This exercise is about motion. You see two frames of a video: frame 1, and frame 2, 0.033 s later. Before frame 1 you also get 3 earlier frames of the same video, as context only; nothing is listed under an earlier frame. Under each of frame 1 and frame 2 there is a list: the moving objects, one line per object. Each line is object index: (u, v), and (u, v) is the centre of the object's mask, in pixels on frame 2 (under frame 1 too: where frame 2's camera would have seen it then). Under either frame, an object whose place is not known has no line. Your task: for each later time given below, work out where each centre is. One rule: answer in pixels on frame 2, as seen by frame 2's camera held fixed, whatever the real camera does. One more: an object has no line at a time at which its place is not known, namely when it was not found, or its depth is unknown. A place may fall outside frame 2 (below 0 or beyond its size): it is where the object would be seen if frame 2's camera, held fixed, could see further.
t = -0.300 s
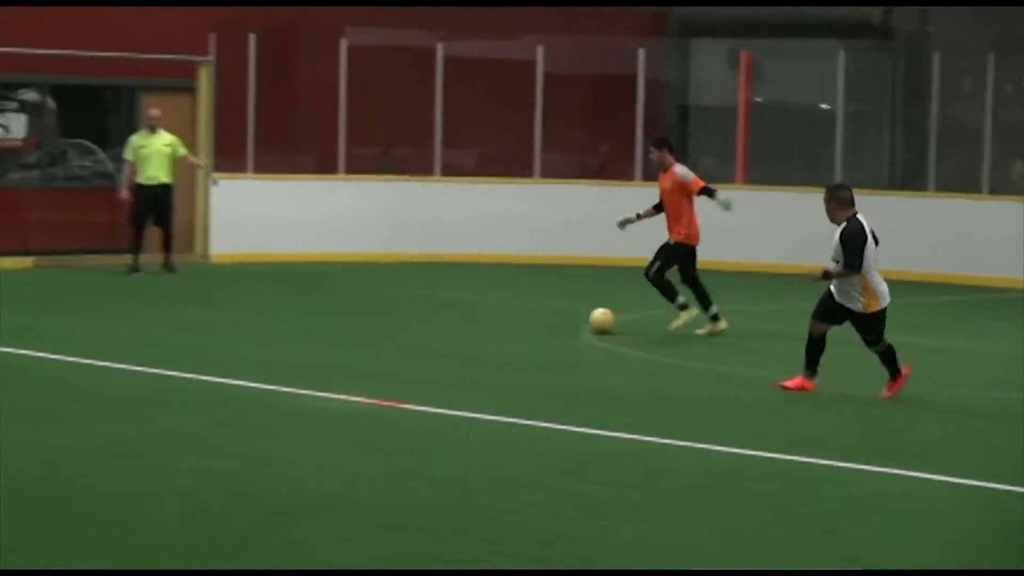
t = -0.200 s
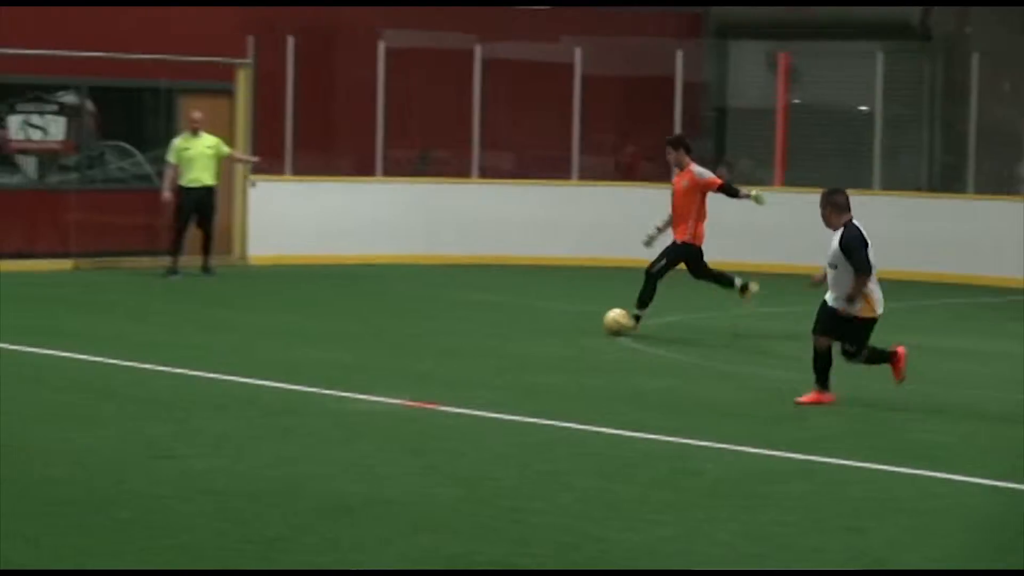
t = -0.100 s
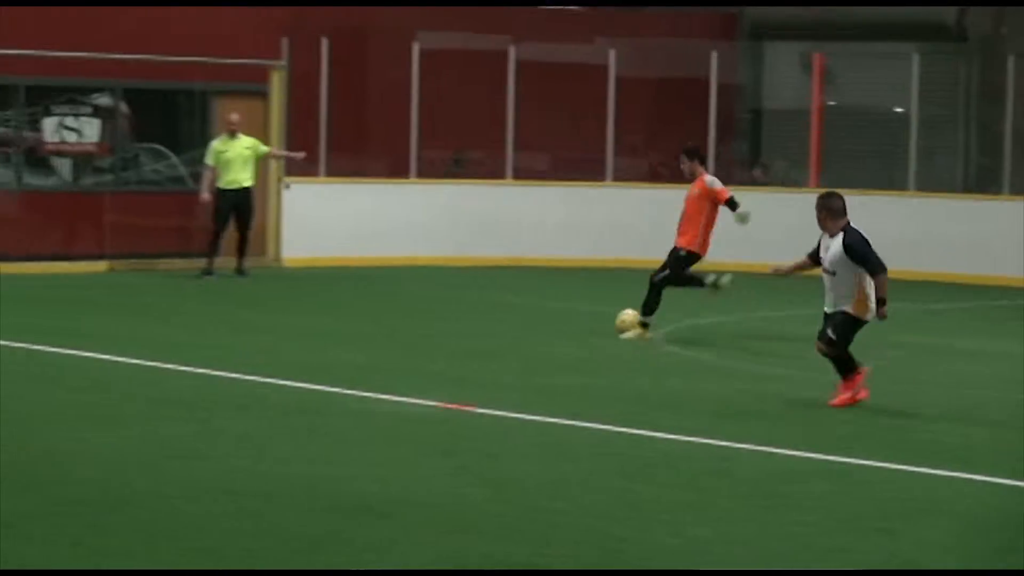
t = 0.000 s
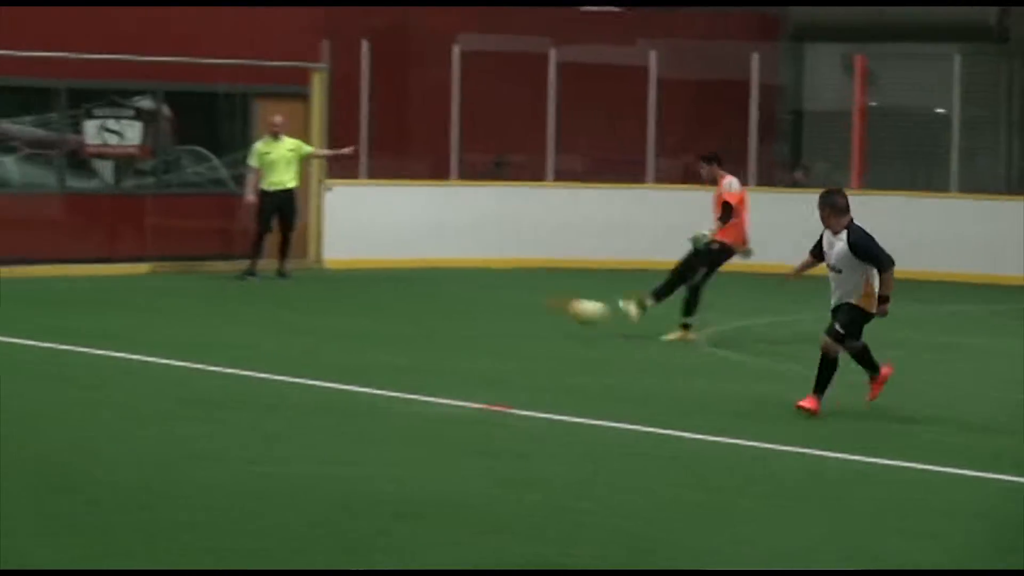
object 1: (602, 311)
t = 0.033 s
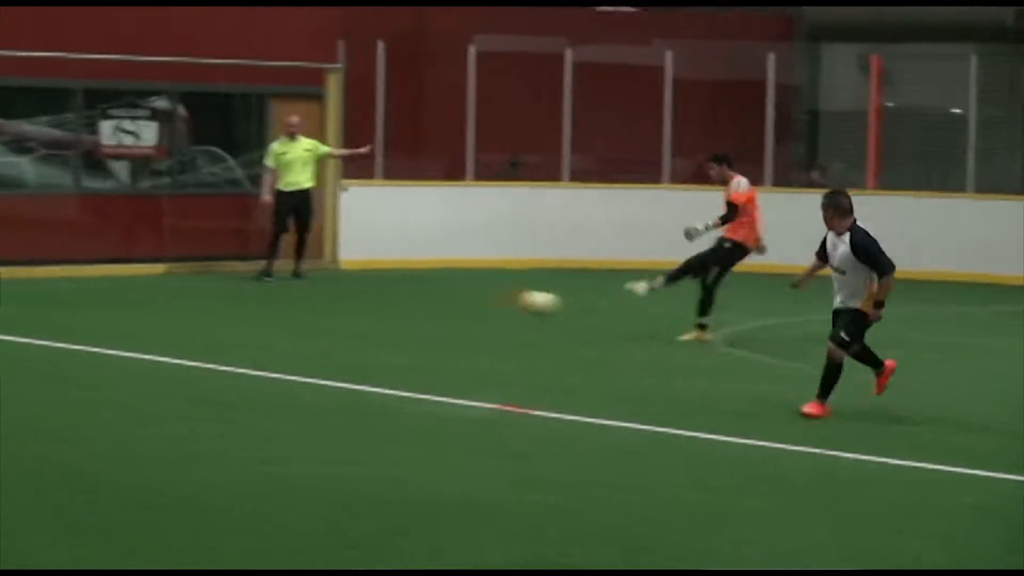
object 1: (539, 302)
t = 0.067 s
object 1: (474, 293)
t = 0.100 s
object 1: (407, 286)
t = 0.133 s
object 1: (339, 280)
